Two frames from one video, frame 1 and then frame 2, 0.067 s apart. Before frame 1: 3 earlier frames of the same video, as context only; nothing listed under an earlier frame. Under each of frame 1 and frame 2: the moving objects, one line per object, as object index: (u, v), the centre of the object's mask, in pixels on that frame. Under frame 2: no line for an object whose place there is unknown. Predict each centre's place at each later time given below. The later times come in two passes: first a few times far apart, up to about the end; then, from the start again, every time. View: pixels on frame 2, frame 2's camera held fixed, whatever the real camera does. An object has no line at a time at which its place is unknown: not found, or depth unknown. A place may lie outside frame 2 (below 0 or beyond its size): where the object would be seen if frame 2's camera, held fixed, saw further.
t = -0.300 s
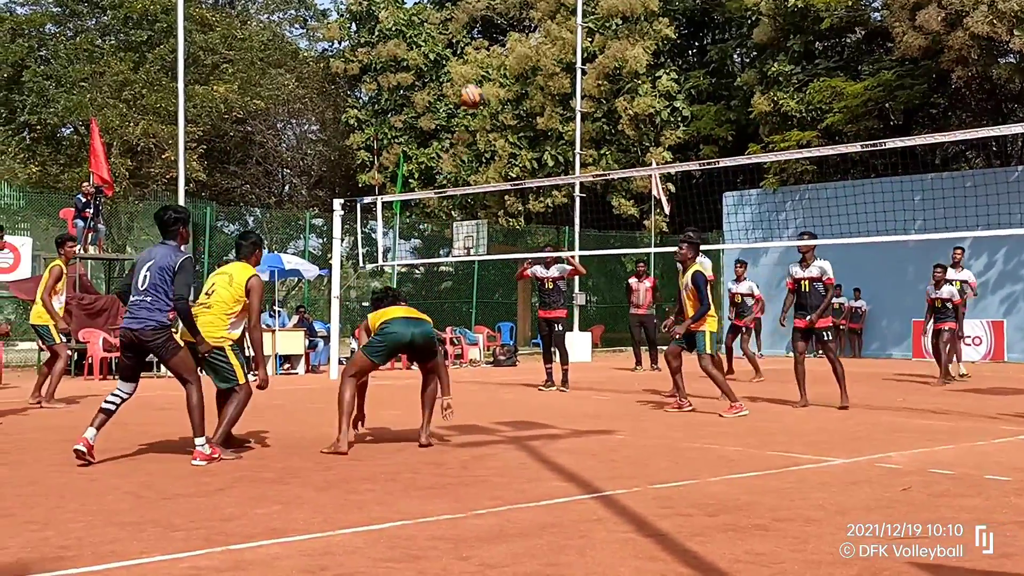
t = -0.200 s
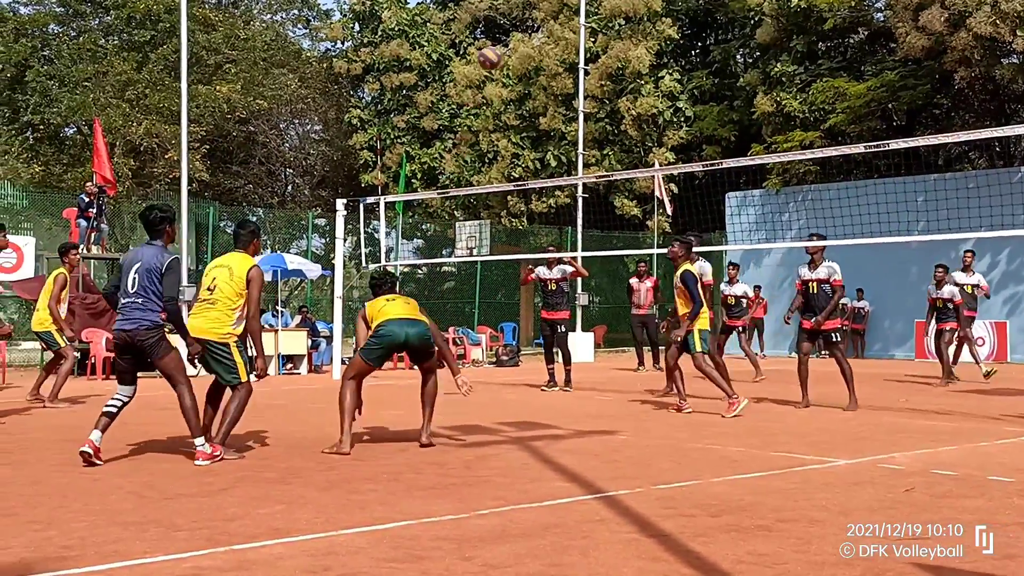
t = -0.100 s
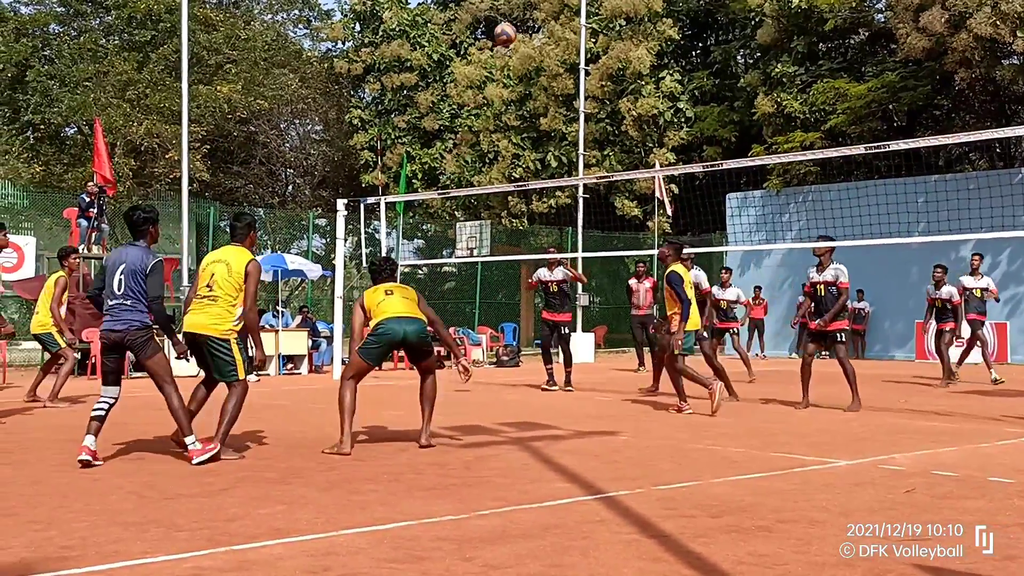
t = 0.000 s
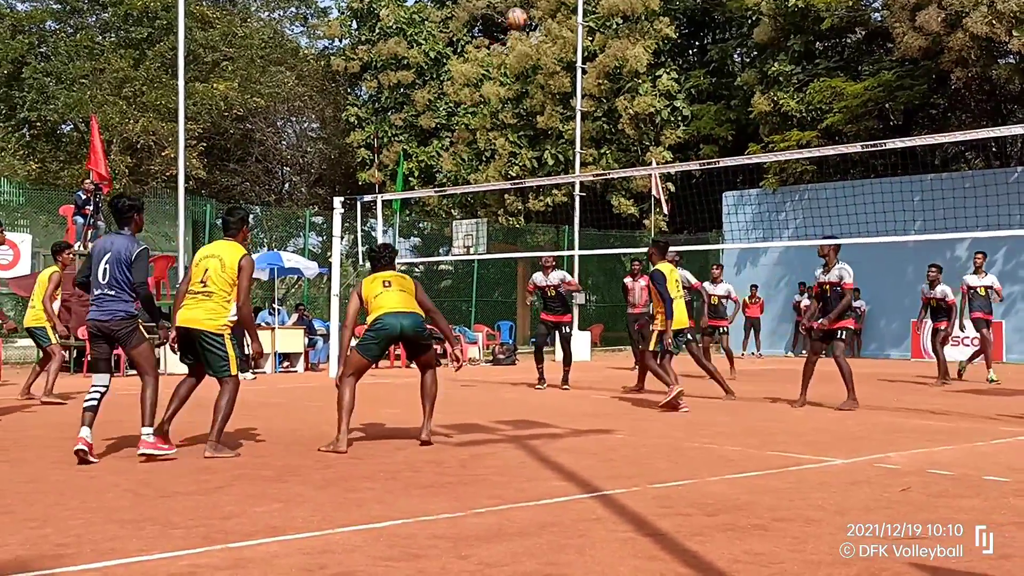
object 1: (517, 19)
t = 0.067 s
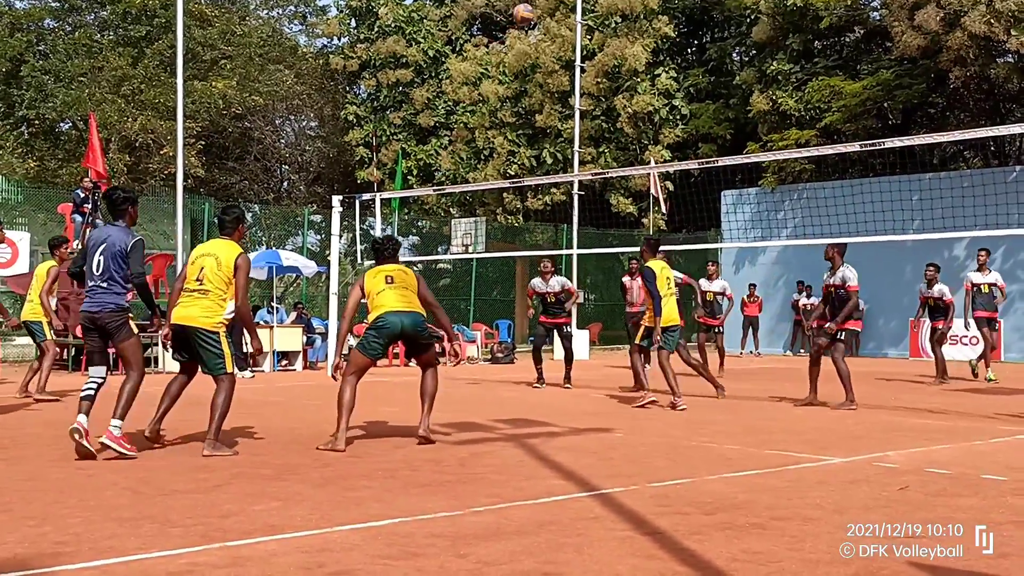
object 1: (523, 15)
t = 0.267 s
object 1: (547, 29)
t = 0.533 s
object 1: (575, 100)
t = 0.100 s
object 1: (527, 15)
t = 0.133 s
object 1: (531, 16)
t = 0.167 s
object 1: (536, 18)
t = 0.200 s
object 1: (539, 21)
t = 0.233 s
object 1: (543, 25)
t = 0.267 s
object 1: (547, 29)
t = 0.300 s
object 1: (551, 35)
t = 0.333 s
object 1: (554, 42)
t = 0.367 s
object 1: (559, 50)
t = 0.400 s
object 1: (561, 58)
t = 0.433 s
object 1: (566, 67)
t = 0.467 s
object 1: (568, 77)
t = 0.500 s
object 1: (572, 89)
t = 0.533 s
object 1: (575, 100)
